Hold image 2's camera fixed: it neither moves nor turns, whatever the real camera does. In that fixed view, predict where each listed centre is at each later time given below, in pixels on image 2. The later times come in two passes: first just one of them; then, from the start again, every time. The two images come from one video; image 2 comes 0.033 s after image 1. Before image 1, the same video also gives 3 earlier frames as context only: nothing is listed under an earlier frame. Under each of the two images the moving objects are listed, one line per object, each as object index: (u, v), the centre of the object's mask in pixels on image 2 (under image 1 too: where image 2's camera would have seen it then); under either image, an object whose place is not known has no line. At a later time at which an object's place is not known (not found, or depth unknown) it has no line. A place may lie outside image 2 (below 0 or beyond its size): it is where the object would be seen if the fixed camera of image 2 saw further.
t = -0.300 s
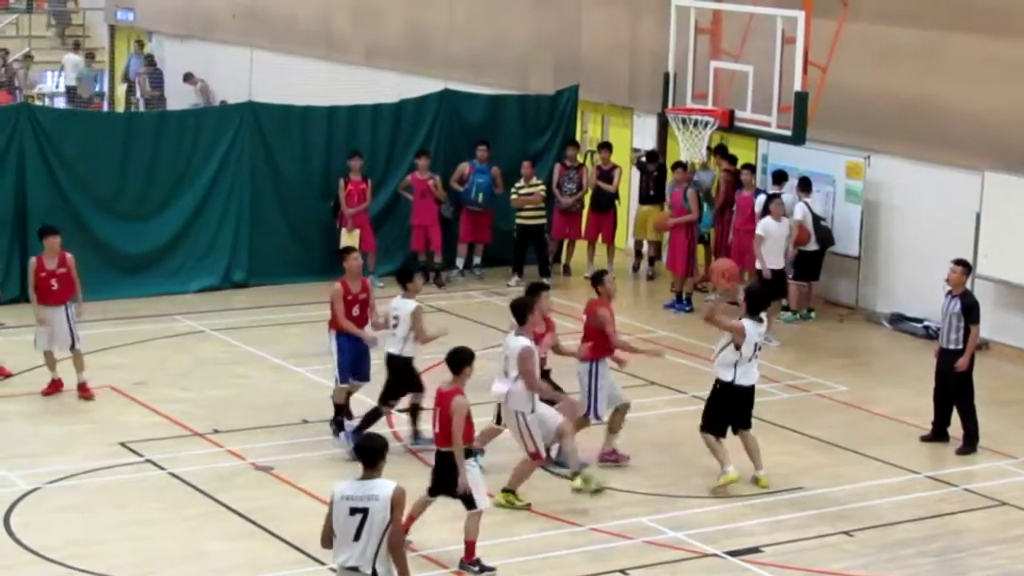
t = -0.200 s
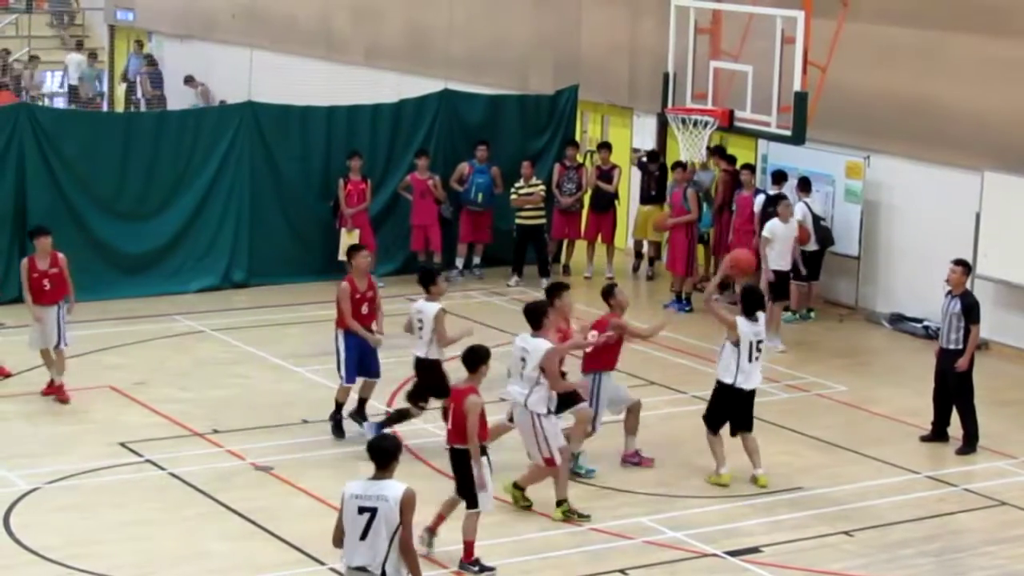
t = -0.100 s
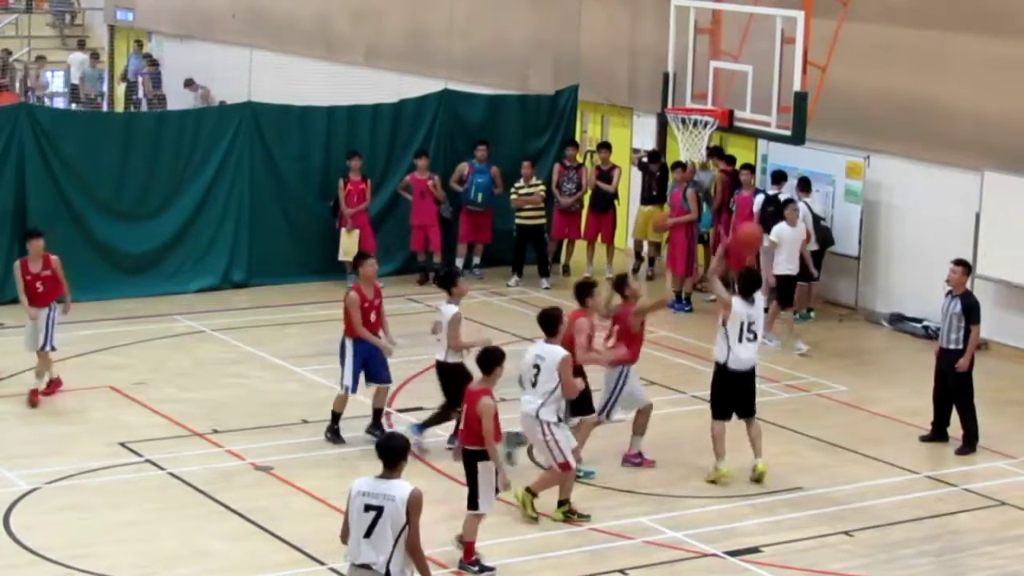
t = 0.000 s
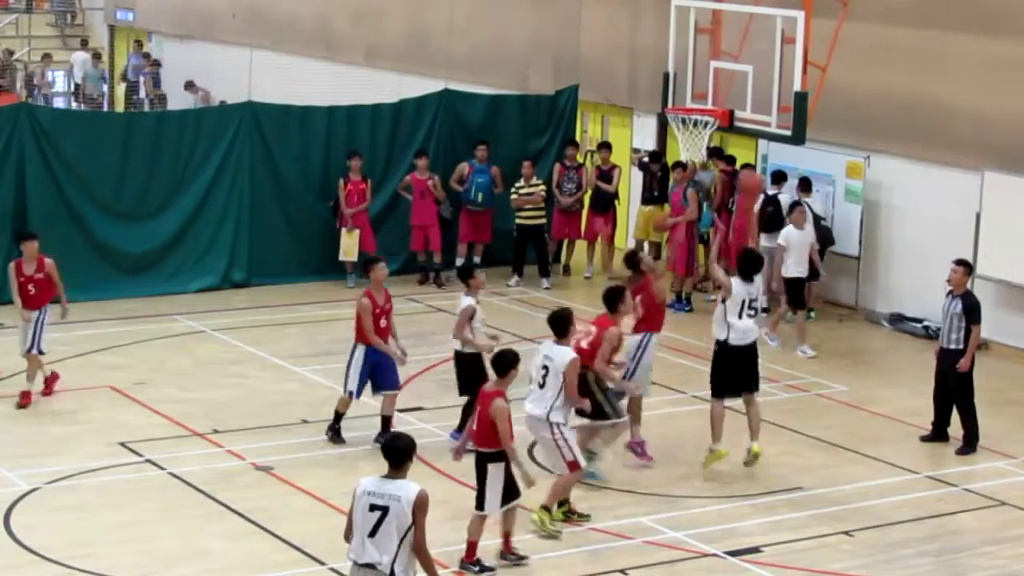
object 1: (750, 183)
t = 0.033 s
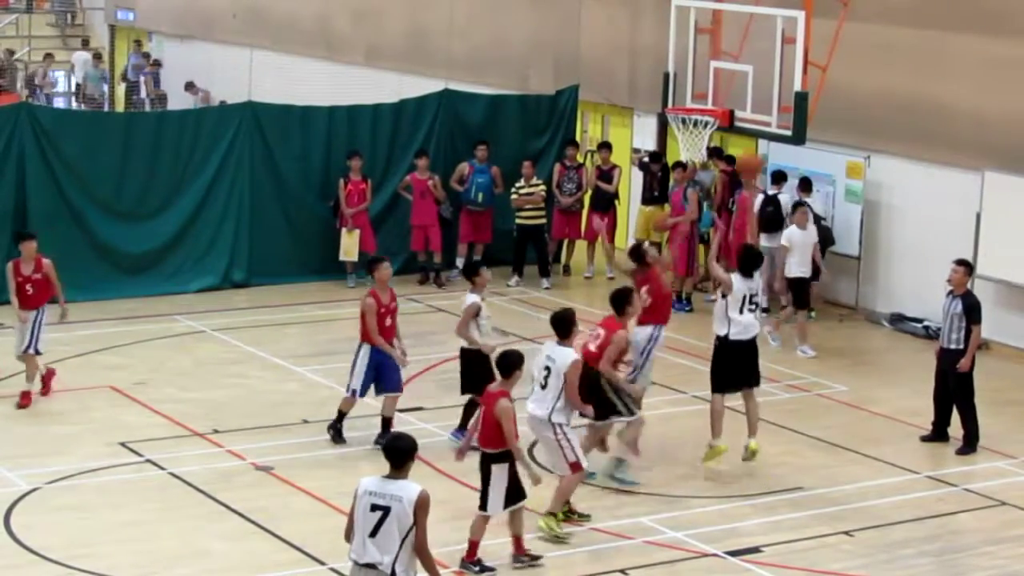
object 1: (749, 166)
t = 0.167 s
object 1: (746, 99)
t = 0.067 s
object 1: (749, 145)
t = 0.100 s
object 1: (748, 127)
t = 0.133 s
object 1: (747, 114)
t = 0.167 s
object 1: (746, 99)
